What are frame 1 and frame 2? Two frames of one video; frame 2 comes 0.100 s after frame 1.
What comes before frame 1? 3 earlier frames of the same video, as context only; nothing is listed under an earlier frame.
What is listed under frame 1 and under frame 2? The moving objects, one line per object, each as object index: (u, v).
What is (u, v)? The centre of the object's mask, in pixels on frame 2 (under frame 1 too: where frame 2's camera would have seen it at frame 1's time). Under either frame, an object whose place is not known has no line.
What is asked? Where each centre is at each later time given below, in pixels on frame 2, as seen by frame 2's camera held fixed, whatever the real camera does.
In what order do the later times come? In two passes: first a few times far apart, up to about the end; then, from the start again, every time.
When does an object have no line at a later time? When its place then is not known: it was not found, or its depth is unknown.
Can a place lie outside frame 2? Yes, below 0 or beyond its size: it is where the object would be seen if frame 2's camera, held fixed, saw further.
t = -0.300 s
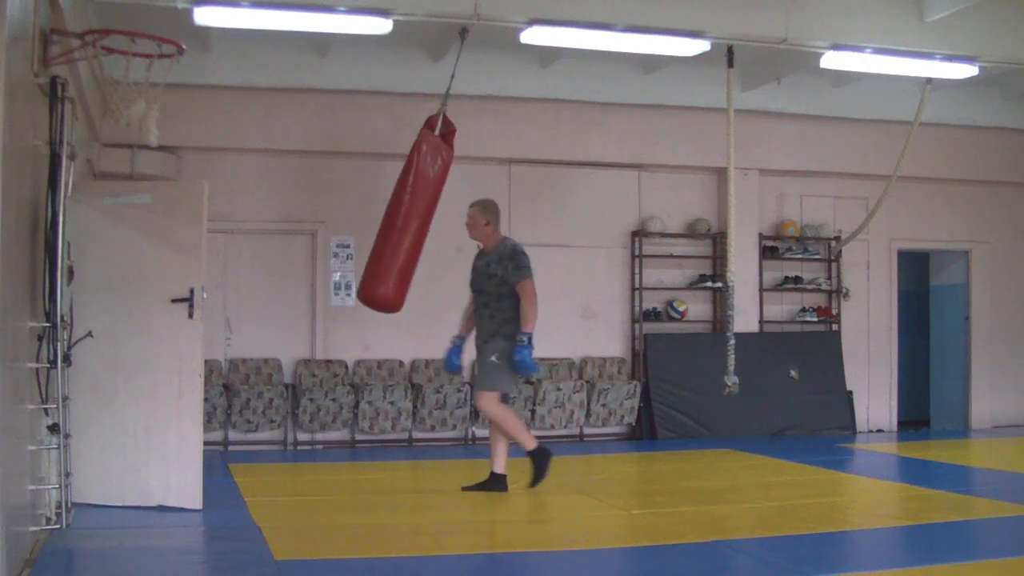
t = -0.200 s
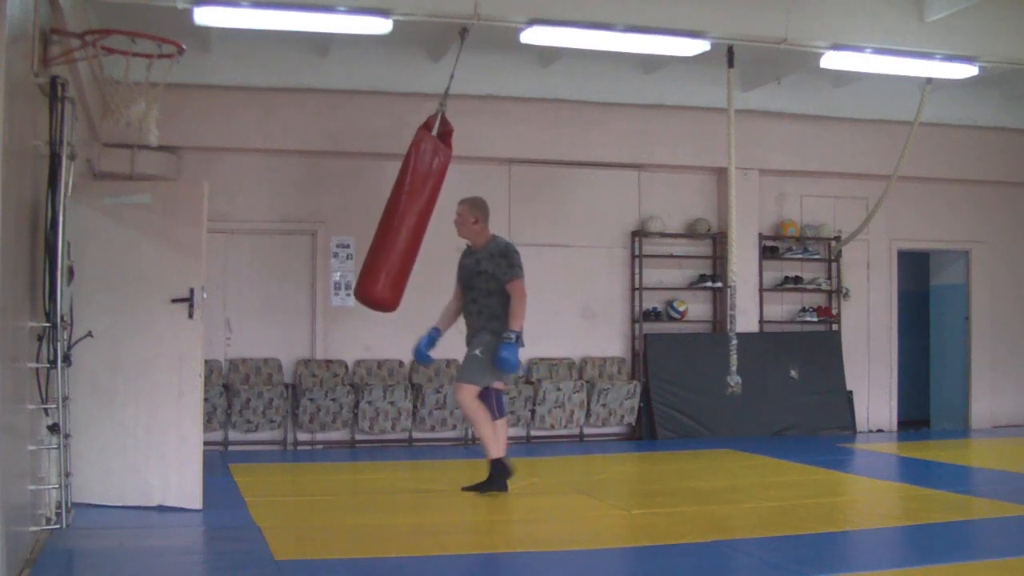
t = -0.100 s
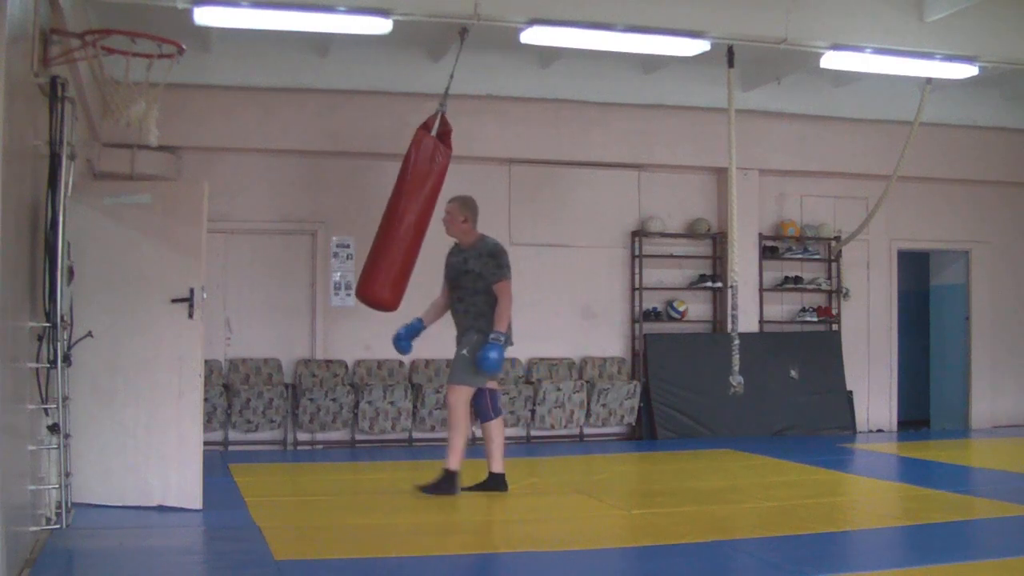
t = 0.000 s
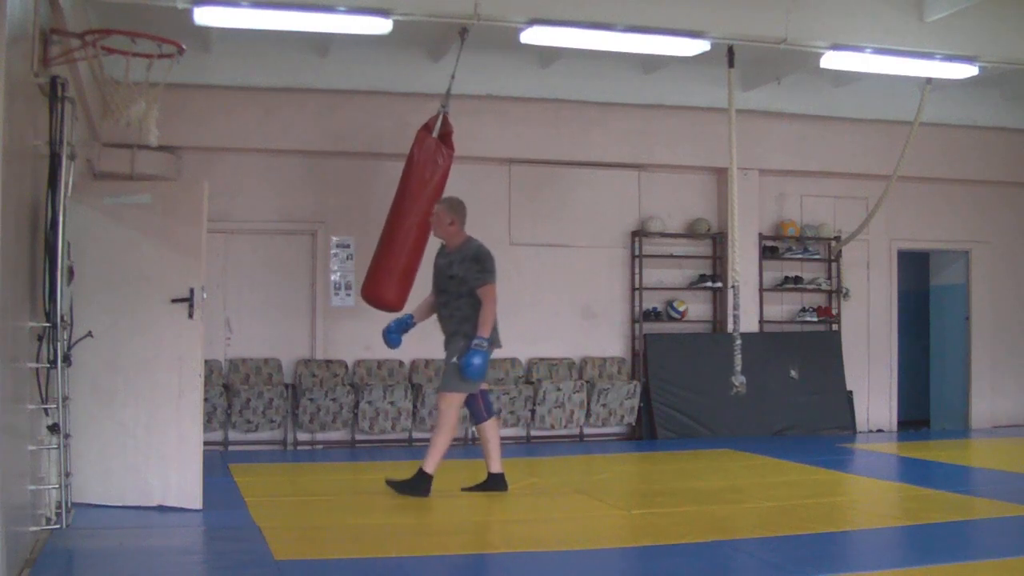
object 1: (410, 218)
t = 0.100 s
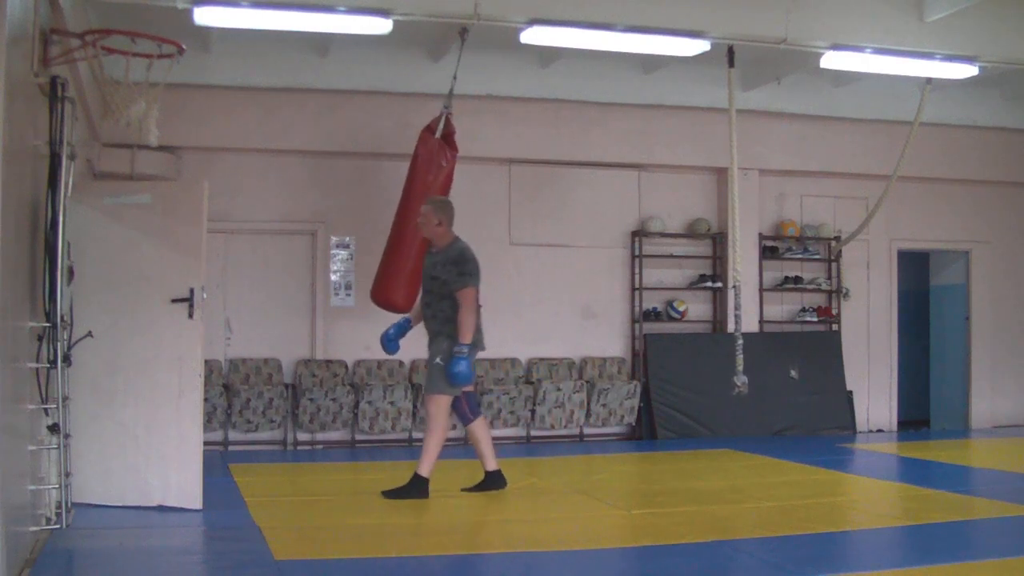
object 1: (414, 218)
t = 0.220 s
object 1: (433, 194)
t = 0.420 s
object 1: (455, 217)
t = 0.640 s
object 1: (482, 225)
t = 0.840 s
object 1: (505, 222)
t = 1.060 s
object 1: (520, 219)
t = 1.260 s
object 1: (521, 217)
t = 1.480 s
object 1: (507, 218)
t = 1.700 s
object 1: (482, 220)
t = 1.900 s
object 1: (454, 223)
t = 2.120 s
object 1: (427, 219)
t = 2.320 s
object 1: (411, 217)
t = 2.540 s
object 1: (407, 218)
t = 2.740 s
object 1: (418, 220)
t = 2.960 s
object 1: (440, 223)
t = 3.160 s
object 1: (464, 226)
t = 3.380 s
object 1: (492, 220)
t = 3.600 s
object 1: (514, 222)
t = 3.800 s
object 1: (520, 219)
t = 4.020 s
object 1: (514, 219)
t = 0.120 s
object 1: (414, 217)
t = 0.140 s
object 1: (413, 213)
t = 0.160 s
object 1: (411, 209)
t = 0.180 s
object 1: (417, 195)
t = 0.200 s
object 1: (430, 192)
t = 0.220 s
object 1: (433, 194)
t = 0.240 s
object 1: (443, 173)
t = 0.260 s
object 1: (444, 177)
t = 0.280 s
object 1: (445, 180)
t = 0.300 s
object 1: (446, 184)
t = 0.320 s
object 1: (448, 190)
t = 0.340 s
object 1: (449, 197)
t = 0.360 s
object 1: (450, 203)
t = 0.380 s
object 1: (452, 209)
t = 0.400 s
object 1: (454, 213)
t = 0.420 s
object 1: (455, 217)
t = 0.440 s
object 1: (457, 220)
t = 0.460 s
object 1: (459, 223)
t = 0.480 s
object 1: (461, 225)
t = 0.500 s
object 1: (463, 225)
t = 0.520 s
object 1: (466, 225)
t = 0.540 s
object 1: (469, 225)
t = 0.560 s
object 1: (471, 225)
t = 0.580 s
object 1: (474, 225)
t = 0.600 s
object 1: (477, 225)
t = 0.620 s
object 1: (479, 225)
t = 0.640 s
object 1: (482, 225)
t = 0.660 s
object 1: (484, 225)
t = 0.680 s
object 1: (487, 225)
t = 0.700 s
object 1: (489, 224)
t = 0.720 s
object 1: (492, 224)
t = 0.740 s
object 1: (494, 224)
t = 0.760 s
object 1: (497, 224)
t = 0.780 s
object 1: (499, 223)
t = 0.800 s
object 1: (501, 223)
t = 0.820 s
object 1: (503, 222)
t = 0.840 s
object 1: (505, 222)
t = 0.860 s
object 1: (507, 222)
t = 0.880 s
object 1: (509, 222)
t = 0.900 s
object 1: (510, 221)
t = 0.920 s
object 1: (512, 221)
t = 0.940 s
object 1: (513, 221)
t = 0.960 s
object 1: (515, 220)
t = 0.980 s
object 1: (516, 220)
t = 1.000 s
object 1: (517, 220)
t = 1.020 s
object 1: (518, 220)
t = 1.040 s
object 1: (519, 219)
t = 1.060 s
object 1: (520, 219)
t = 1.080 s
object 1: (521, 219)
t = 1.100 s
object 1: (521, 218)
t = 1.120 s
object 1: (521, 218)
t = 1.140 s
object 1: (522, 218)
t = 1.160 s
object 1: (522, 217)
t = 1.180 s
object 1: (522, 217)
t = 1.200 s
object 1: (522, 217)
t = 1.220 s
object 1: (522, 217)
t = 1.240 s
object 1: (522, 217)
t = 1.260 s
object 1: (521, 217)
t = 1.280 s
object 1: (520, 217)
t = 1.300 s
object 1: (520, 217)
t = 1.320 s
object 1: (519, 217)
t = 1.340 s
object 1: (518, 217)
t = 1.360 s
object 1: (517, 218)
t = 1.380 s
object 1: (515, 218)
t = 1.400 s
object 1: (514, 218)
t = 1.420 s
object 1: (513, 218)
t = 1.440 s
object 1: (511, 218)
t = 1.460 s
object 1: (509, 218)
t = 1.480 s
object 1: (507, 218)
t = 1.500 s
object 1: (506, 218)
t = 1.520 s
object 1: (504, 218)
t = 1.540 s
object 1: (501, 219)
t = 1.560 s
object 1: (499, 219)
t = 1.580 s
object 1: (497, 219)
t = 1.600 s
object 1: (495, 219)
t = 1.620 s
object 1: (492, 219)
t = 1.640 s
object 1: (490, 220)
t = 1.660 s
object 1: (487, 220)
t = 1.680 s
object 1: (484, 220)
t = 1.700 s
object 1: (482, 220)
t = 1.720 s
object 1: (479, 221)
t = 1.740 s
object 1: (476, 221)
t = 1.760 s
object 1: (474, 221)
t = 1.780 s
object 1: (471, 221)
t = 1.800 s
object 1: (468, 221)
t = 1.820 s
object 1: (465, 222)
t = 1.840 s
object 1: (463, 222)
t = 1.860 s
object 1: (460, 222)
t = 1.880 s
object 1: (457, 222)
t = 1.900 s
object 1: (454, 223)
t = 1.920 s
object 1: (452, 223)
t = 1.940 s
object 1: (449, 222)
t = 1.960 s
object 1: (446, 222)
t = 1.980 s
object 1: (444, 222)
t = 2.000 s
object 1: (441, 222)
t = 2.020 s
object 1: (438, 222)
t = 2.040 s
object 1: (436, 221)
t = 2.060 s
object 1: (433, 221)
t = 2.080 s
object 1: (431, 220)
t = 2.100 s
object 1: (429, 220)
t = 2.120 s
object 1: (427, 219)
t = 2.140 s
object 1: (425, 218)
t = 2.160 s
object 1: (423, 218)
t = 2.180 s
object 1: (421, 218)
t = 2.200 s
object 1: (419, 218)
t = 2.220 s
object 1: (418, 217)
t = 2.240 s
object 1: (416, 217)
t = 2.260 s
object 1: (414, 217)
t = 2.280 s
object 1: (413, 217)
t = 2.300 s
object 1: (412, 217)
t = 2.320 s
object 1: (411, 217)
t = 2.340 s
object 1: (410, 217)
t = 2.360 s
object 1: (409, 217)
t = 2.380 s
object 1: (408, 216)
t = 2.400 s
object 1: (408, 217)
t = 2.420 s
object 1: (407, 217)
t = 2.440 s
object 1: (407, 217)
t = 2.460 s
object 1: (407, 217)
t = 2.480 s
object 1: (406, 217)
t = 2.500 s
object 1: (406, 217)
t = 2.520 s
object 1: (407, 218)
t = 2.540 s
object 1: (407, 218)
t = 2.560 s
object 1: (408, 218)
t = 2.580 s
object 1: (408, 218)
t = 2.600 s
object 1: (409, 218)
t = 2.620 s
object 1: (410, 218)
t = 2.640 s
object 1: (411, 219)
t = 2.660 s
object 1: (412, 219)
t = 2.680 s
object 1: (413, 219)
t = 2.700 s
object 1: (415, 219)
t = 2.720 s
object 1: (416, 219)
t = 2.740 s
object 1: (418, 220)
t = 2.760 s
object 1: (419, 220)
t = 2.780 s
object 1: (421, 220)
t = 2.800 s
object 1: (423, 220)
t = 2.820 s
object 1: (425, 221)
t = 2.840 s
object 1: (427, 221)
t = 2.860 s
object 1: (429, 221)
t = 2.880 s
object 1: (431, 221)
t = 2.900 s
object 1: (433, 222)
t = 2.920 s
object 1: (435, 222)
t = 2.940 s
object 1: (437, 222)
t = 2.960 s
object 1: (440, 223)
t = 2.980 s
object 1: (442, 224)
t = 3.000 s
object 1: (444, 224)
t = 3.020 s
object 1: (447, 225)
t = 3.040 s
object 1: (449, 226)
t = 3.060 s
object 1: (452, 224)
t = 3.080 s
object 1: (455, 225)
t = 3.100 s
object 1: (457, 224)
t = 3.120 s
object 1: (459, 225)
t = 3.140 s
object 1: (462, 225)
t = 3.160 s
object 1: (464, 226)
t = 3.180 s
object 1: (467, 226)
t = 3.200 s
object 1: (469, 227)
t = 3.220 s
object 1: (472, 224)
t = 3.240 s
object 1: (474, 223)
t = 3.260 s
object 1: (477, 223)
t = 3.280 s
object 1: (480, 224)
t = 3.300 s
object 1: (482, 222)
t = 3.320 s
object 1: (485, 221)
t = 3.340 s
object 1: (487, 221)
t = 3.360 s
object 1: (490, 220)
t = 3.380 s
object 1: (492, 220)
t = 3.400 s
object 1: (495, 223)
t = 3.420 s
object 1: (497, 223)
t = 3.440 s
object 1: (500, 223)
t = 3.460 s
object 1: (502, 222)
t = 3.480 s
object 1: (504, 223)
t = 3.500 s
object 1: (506, 222)
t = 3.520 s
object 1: (508, 222)
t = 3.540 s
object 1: (510, 222)
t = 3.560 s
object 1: (511, 223)
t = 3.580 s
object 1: (513, 223)
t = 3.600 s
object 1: (514, 222)
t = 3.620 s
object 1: (515, 222)
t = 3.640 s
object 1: (516, 221)
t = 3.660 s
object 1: (517, 221)
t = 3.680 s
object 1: (518, 220)
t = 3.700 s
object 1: (519, 220)
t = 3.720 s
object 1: (519, 220)
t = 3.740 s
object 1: (519, 219)
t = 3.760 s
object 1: (520, 219)
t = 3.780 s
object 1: (520, 219)
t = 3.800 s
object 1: (520, 219)
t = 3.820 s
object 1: (520, 218)
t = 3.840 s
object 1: (520, 218)
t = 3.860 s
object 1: (520, 218)
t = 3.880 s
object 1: (519, 217)
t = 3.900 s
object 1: (519, 217)
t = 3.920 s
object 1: (519, 218)
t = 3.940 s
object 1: (518, 219)
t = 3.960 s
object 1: (517, 218)
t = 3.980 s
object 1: (516, 219)
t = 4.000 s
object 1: (515, 219)
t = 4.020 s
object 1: (514, 219)
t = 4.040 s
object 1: (513, 218)
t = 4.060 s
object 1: (511, 218)
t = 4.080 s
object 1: (510, 218)
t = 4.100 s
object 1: (509, 218)
